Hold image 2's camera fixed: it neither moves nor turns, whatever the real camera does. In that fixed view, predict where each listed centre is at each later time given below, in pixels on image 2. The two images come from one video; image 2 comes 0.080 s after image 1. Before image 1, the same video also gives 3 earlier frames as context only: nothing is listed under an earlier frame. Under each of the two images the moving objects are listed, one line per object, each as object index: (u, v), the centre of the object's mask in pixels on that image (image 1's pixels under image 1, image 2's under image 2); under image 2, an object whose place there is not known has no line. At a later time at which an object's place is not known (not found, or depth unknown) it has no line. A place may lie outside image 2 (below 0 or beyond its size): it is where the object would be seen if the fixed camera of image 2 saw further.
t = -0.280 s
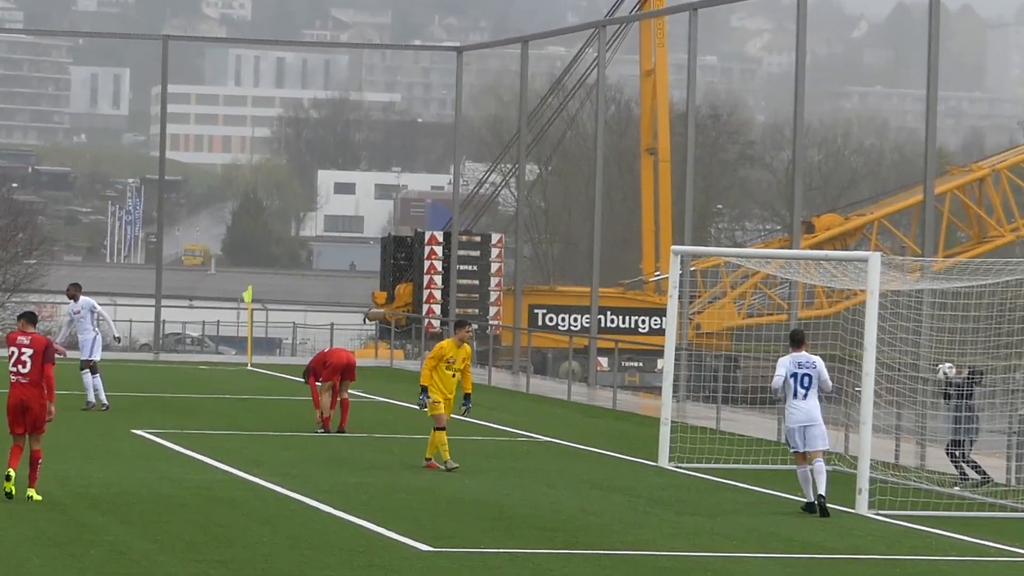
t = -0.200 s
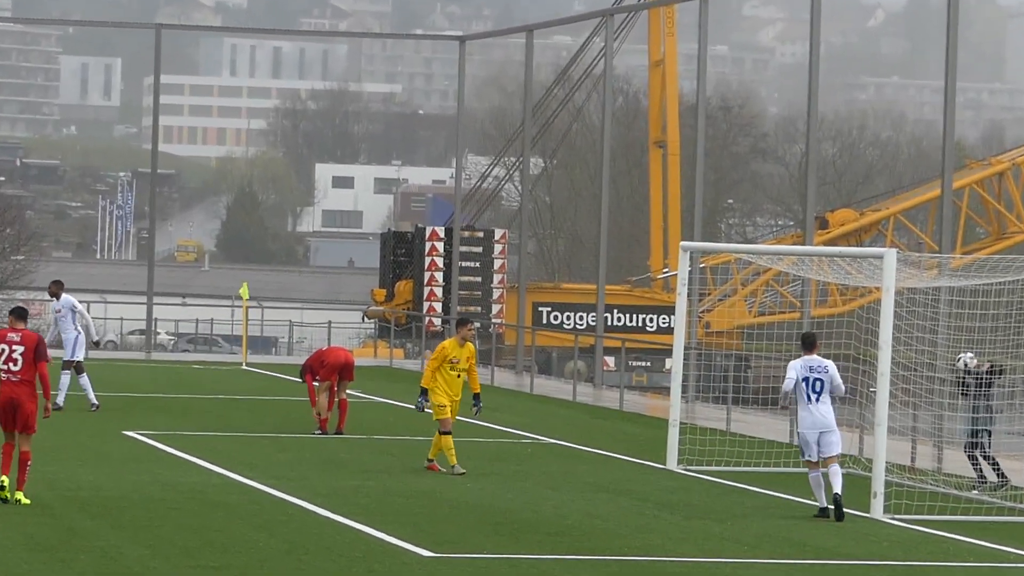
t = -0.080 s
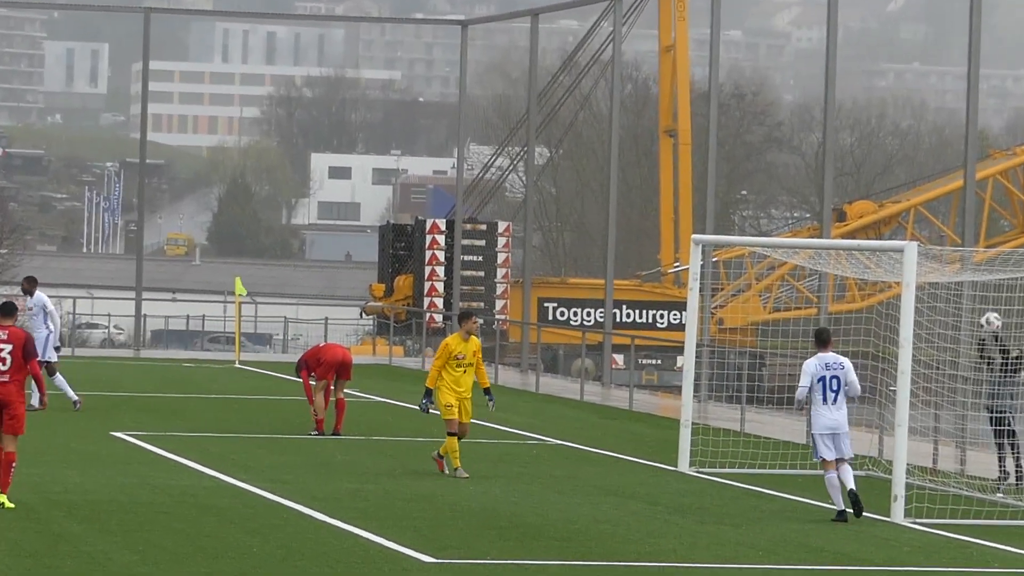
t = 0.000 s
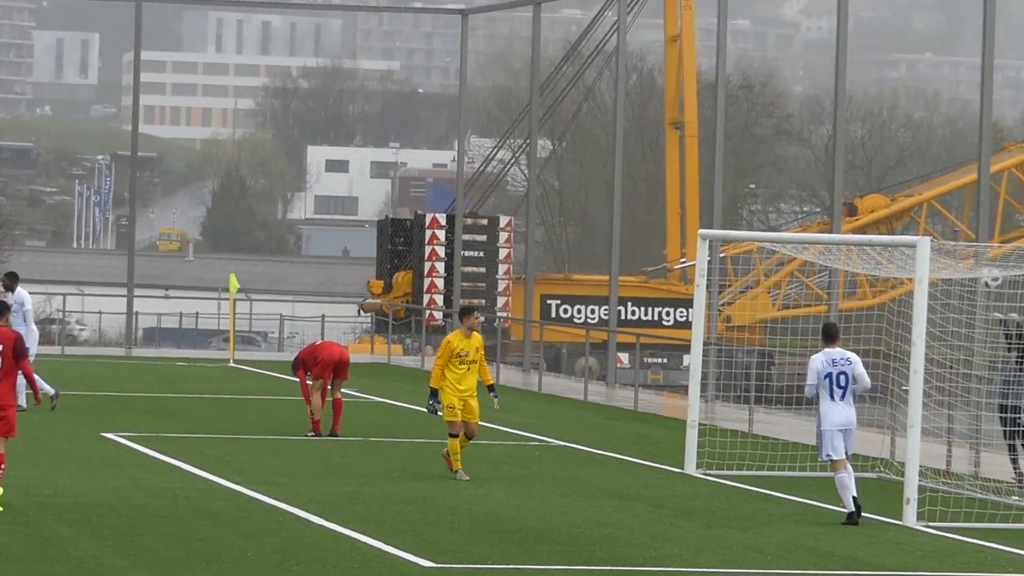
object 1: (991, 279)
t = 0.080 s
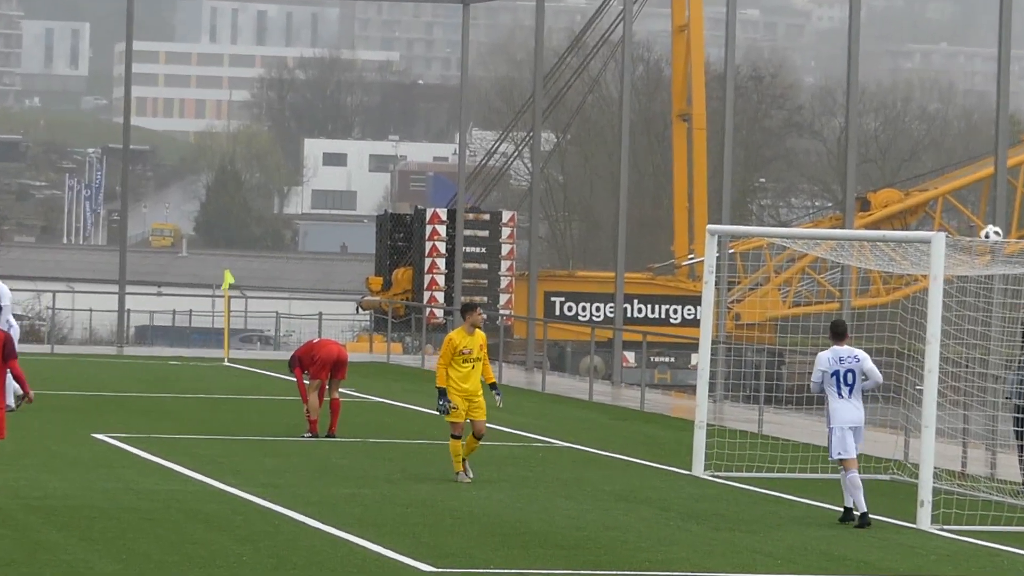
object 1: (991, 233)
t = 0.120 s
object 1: (982, 219)
